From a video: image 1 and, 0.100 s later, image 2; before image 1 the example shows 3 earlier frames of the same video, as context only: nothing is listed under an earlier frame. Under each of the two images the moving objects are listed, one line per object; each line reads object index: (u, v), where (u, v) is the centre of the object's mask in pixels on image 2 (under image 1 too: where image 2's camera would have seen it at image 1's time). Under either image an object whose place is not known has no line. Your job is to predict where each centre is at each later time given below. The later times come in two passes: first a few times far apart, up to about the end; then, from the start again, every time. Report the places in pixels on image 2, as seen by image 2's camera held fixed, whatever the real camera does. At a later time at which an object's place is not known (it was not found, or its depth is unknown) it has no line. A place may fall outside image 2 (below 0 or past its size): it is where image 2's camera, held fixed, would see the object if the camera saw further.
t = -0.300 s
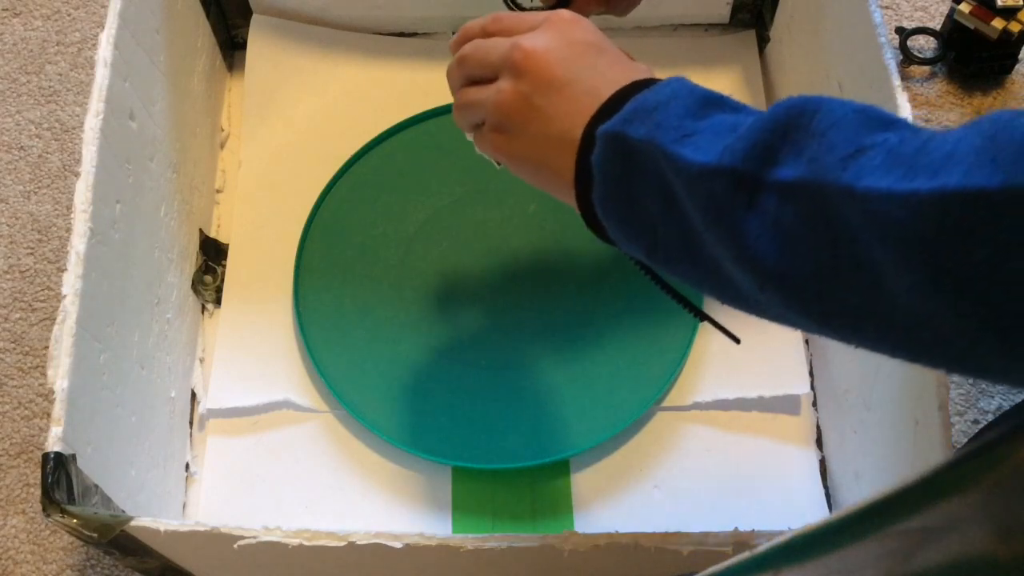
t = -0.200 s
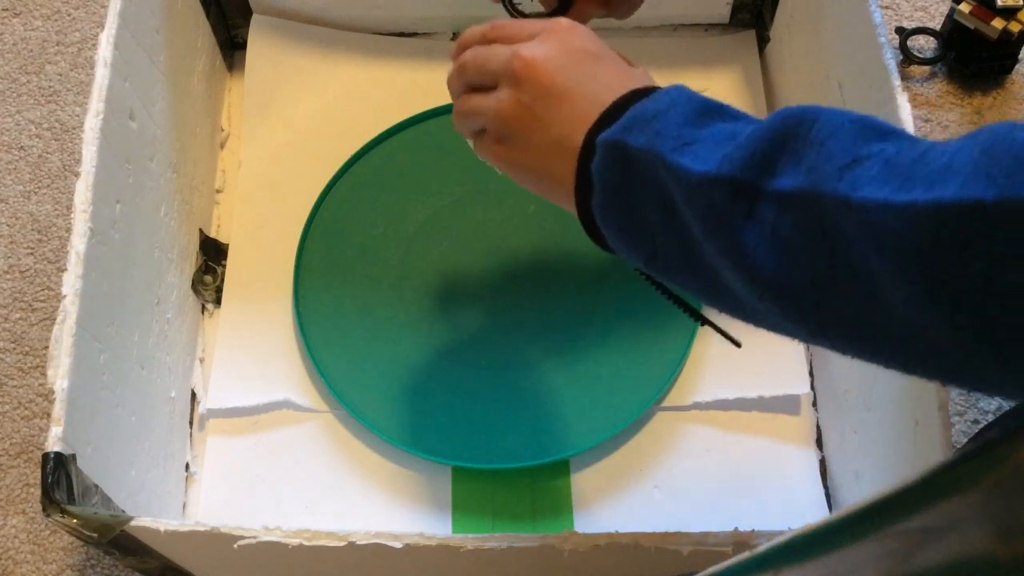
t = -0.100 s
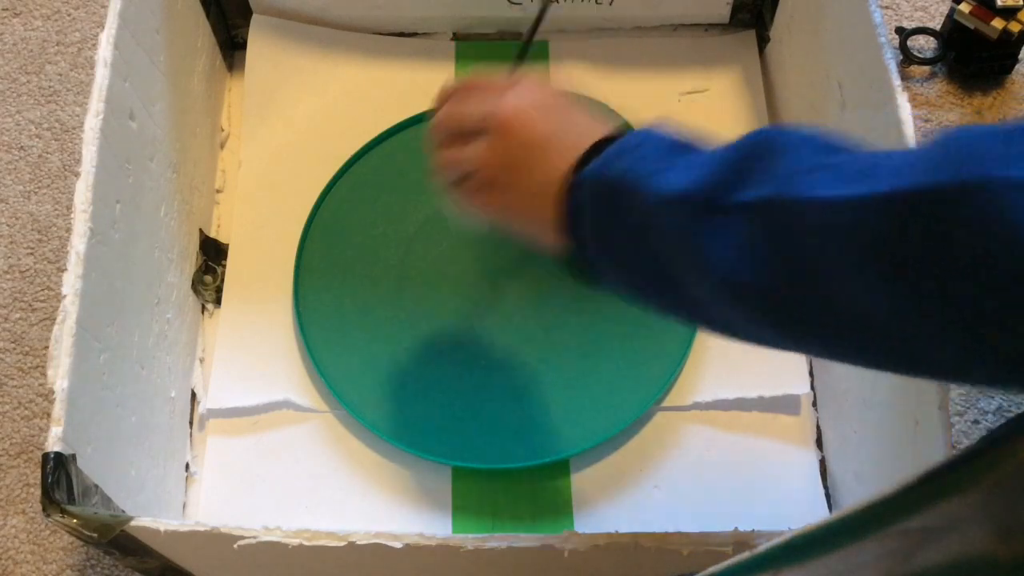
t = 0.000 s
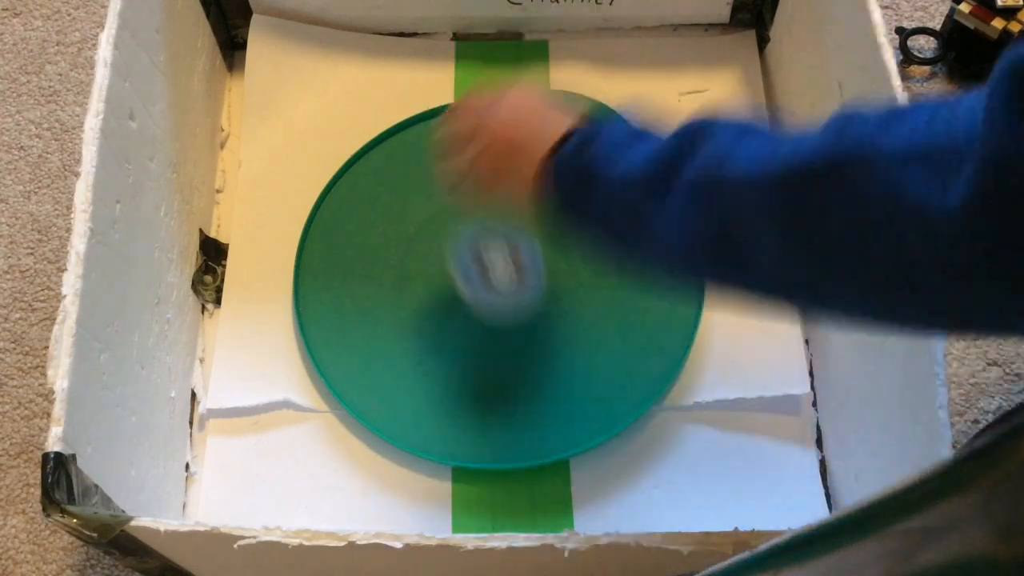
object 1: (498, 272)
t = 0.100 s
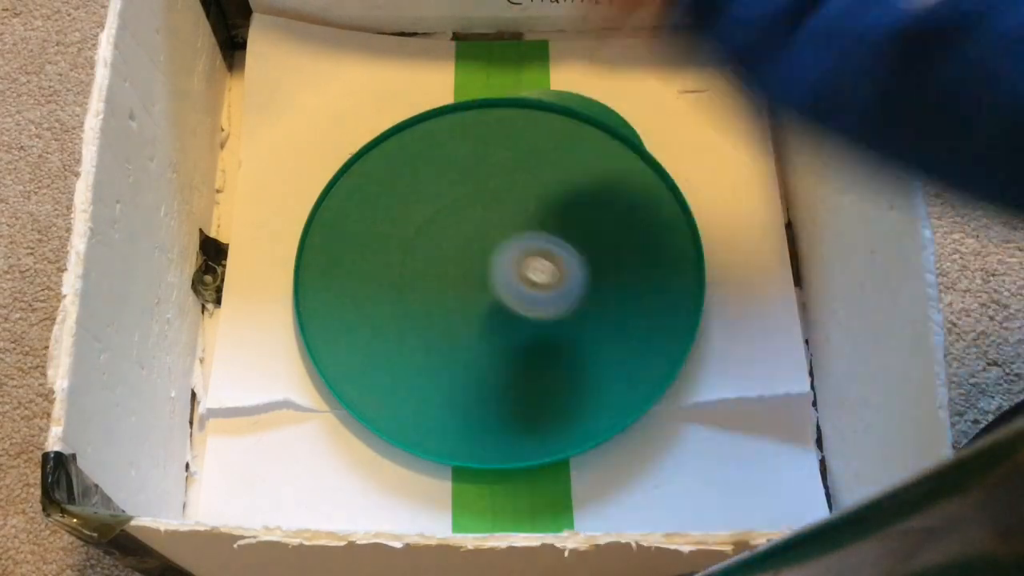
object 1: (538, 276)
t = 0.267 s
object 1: (595, 314)
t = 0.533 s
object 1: (608, 399)
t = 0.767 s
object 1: (587, 413)
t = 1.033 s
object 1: (552, 407)
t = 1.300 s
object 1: (472, 333)
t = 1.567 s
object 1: (462, 182)
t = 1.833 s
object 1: (537, 115)
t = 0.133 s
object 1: (552, 287)
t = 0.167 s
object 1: (565, 292)
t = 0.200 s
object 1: (575, 297)
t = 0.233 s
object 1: (585, 305)
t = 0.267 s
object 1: (595, 314)
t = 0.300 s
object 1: (606, 326)
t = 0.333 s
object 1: (619, 340)
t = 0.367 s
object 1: (630, 355)
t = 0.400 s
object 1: (642, 369)
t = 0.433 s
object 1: (646, 382)
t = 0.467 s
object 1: (634, 388)
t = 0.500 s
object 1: (619, 393)
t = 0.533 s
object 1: (608, 399)
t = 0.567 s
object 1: (601, 400)
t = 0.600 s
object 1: (595, 403)
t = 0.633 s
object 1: (592, 404)
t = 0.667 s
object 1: (591, 407)
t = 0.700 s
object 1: (591, 409)
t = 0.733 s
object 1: (589, 412)
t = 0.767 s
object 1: (587, 413)
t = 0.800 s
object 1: (583, 415)
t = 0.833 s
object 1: (581, 414)
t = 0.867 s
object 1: (578, 414)
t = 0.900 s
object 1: (573, 414)
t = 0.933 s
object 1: (569, 412)
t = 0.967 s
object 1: (563, 409)
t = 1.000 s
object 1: (558, 407)
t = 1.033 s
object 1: (552, 407)
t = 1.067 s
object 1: (546, 401)
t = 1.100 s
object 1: (538, 396)
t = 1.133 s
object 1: (529, 390)
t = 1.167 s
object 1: (520, 382)
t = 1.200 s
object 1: (509, 373)
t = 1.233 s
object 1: (496, 362)
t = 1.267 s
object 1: (485, 349)
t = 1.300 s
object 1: (472, 333)
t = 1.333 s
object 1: (464, 317)
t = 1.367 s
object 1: (454, 299)
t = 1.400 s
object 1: (448, 281)
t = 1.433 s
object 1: (445, 260)
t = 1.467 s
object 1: (446, 240)
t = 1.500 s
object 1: (448, 219)
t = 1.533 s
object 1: (454, 201)
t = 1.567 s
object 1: (462, 182)
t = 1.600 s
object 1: (468, 168)
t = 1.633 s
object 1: (479, 155)
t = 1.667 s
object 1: (490, 141)
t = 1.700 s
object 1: (502, 130)
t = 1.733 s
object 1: (511, 126)
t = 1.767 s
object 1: (520, 120)
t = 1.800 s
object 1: (529, 116)
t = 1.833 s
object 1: (537, 115)
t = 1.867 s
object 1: (543, 115)
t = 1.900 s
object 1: (548, 116)
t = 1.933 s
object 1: (552, 117)
